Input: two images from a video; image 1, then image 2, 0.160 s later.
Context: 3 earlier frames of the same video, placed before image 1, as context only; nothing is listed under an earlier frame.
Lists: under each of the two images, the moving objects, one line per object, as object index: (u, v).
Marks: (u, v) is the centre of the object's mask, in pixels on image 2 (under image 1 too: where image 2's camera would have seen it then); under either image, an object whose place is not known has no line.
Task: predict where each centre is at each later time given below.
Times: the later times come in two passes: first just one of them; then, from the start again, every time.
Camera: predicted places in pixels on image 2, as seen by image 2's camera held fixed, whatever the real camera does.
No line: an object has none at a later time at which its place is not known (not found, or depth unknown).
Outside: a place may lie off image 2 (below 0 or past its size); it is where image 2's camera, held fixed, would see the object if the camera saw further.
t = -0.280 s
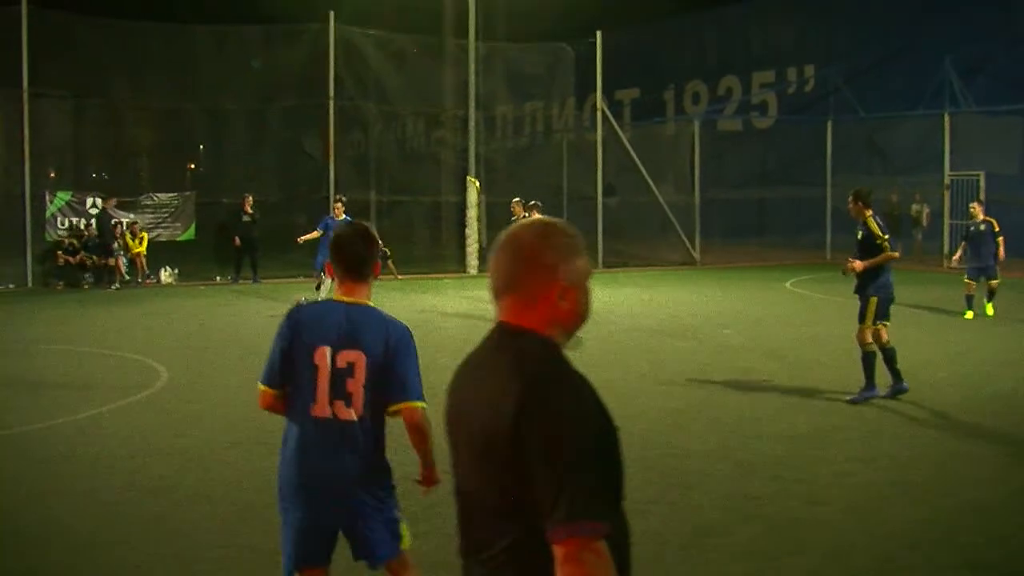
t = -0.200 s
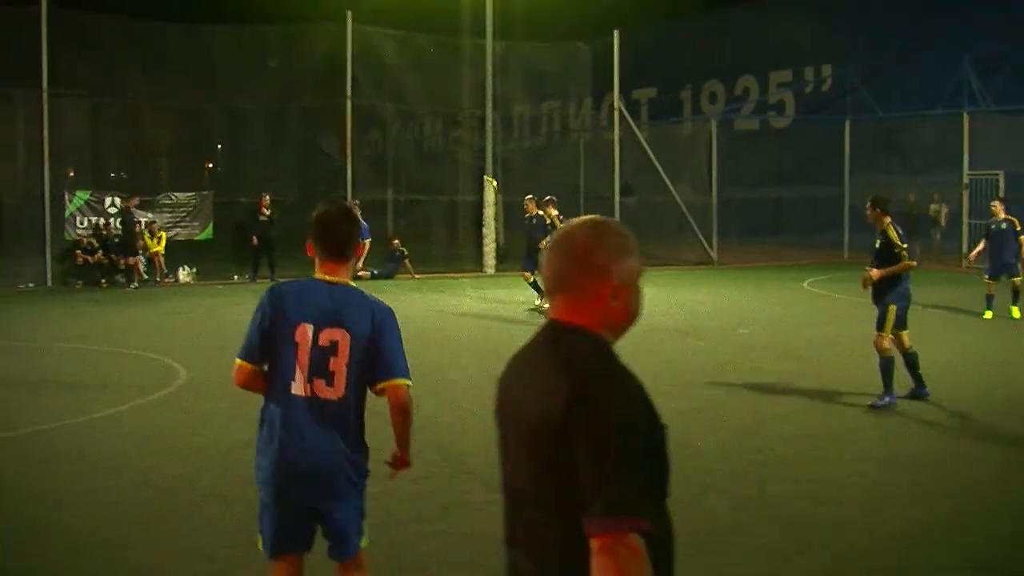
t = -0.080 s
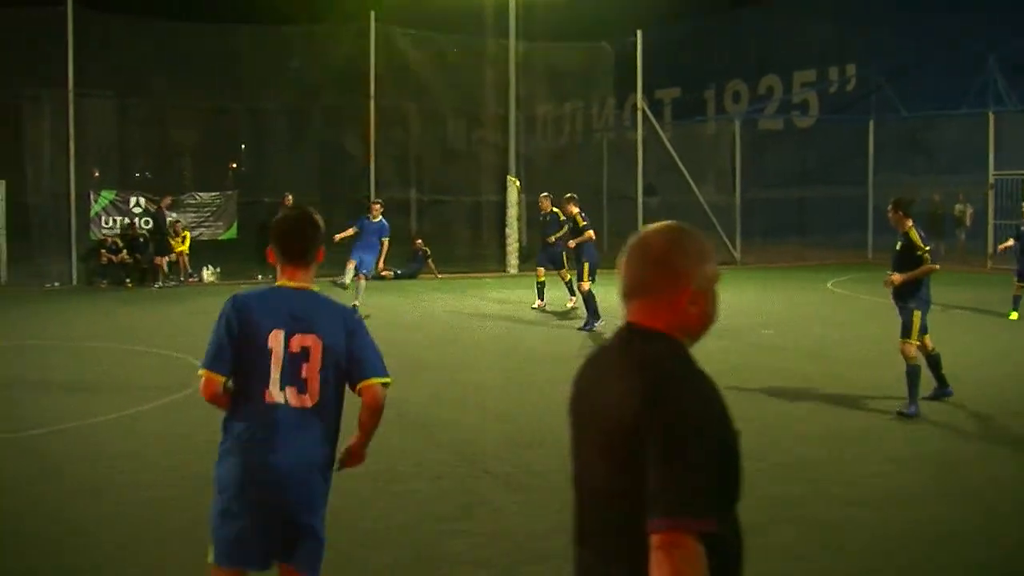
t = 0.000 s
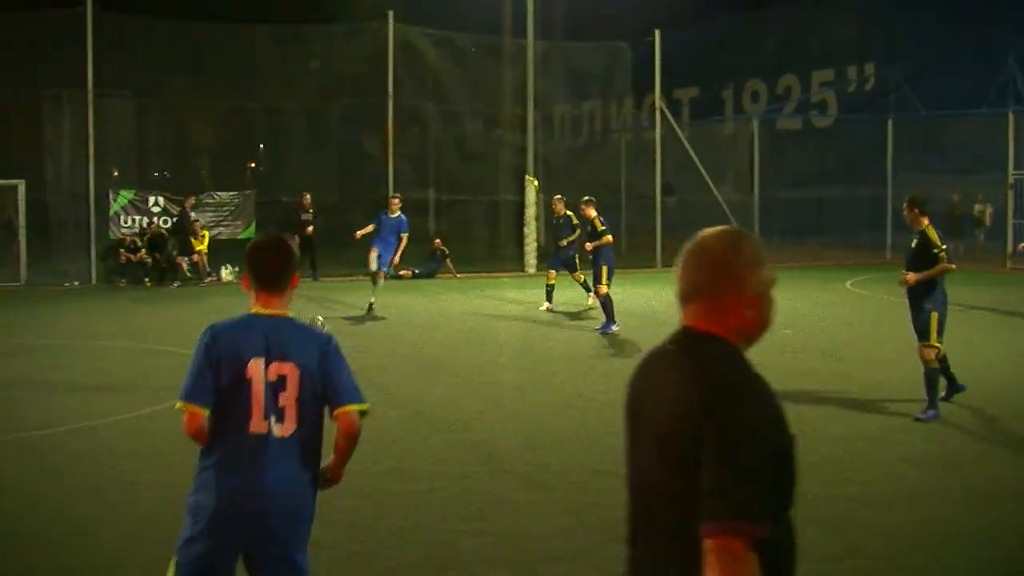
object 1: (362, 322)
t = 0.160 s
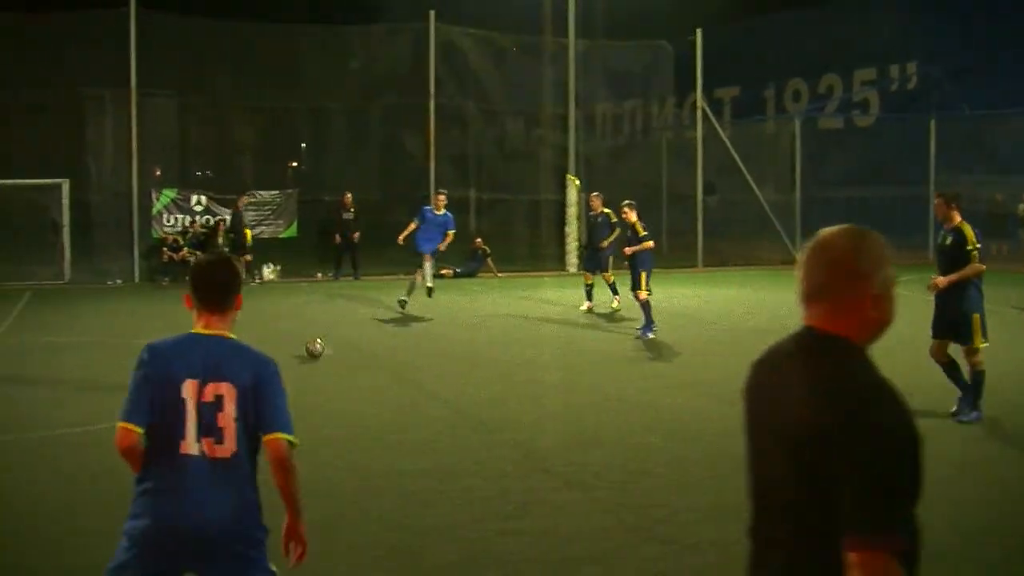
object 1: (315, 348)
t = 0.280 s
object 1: (276, 372)
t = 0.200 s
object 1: (303, 354)
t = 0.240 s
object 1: (290, 363)
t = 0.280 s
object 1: (276, 372)
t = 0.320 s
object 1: (262, 380)
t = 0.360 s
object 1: (246, 390)
